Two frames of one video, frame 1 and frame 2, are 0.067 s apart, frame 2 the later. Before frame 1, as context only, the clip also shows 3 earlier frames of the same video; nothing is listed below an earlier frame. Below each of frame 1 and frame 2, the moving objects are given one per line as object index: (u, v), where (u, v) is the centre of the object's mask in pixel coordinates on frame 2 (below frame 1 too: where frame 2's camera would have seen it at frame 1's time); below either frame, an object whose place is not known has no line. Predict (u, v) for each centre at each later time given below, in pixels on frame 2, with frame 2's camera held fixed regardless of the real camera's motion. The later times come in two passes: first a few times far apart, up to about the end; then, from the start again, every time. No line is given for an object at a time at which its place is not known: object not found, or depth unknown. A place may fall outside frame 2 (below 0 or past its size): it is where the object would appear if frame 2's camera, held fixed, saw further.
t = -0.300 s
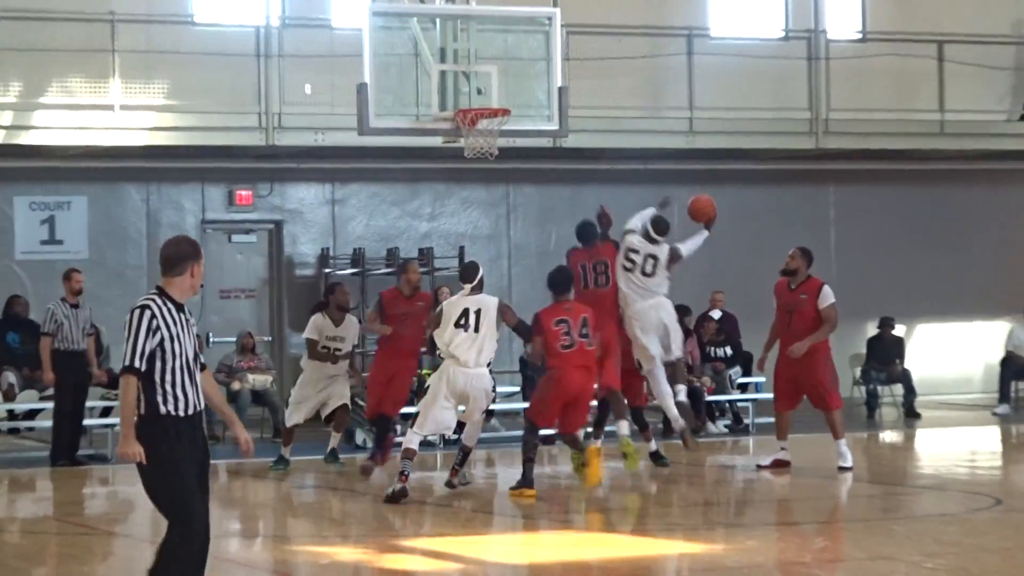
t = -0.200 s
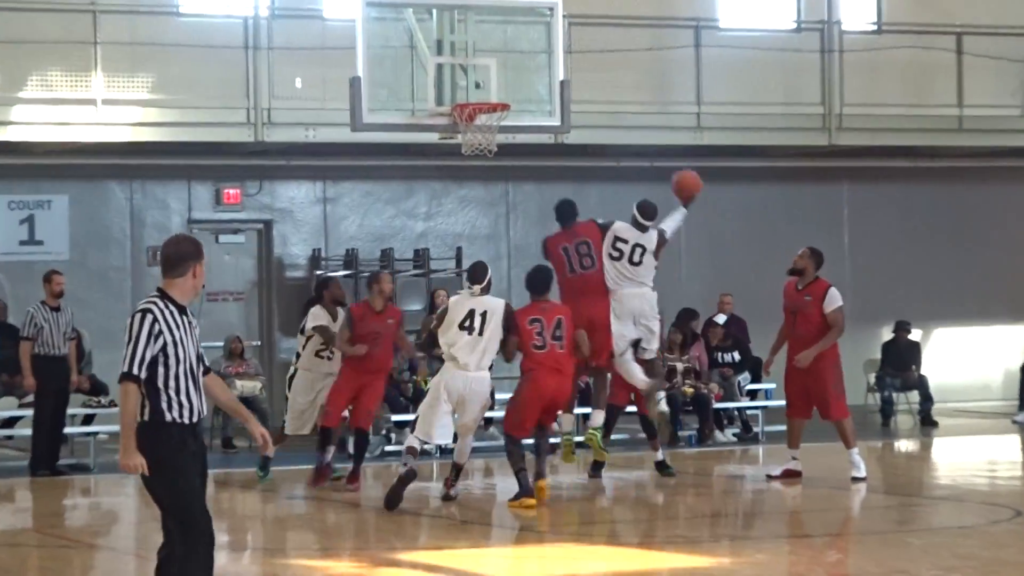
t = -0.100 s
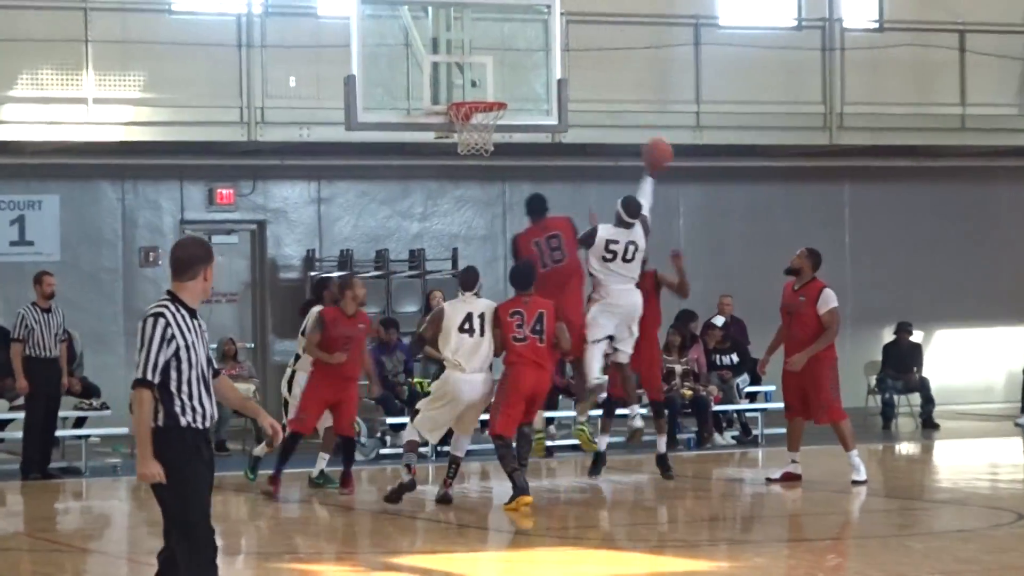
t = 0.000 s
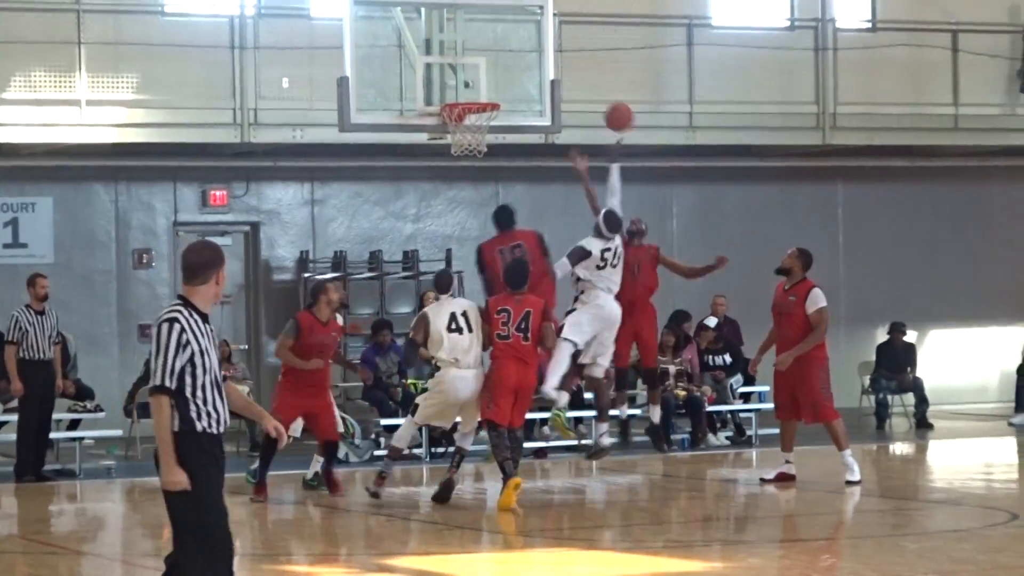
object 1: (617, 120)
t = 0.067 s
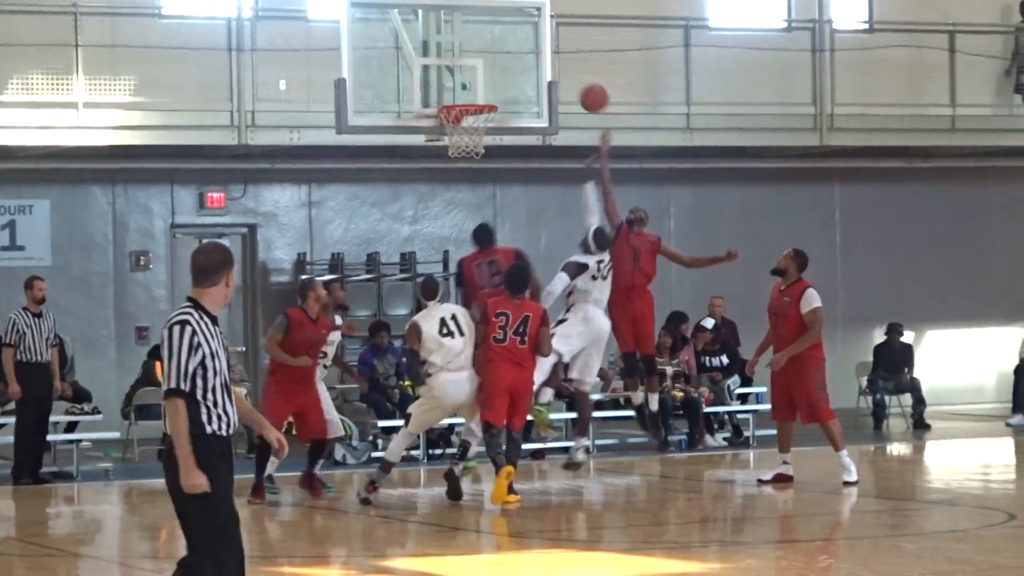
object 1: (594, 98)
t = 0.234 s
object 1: (542, 71)
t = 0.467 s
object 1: (478, 84)
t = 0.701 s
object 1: (470, 124)
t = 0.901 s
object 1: (474, 128)
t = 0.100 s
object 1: (585, 90)
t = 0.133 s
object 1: (573, 82)
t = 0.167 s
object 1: (564, 77)
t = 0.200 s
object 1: (553, 73)
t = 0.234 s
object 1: (542, 71)
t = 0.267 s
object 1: (532, 70)
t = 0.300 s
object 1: (520, 70)
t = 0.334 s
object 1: (510, 71)
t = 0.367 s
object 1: (500, 74)
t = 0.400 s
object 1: (490, 78)
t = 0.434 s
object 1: (480, 83)
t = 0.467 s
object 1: (478, 84)
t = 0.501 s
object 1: (477, 86)
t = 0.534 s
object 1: (475, 91)
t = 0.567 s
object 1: (472, 92)
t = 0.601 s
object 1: (471, 97)
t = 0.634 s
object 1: (470, 109)
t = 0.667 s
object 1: (470, 121)
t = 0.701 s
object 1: (470, 124)
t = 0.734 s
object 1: (470, 126)
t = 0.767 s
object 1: (469, 120)
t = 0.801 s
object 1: (470, 119)
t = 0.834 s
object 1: (473, 121)
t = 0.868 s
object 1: (475, 122)
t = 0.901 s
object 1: (474, 128)
